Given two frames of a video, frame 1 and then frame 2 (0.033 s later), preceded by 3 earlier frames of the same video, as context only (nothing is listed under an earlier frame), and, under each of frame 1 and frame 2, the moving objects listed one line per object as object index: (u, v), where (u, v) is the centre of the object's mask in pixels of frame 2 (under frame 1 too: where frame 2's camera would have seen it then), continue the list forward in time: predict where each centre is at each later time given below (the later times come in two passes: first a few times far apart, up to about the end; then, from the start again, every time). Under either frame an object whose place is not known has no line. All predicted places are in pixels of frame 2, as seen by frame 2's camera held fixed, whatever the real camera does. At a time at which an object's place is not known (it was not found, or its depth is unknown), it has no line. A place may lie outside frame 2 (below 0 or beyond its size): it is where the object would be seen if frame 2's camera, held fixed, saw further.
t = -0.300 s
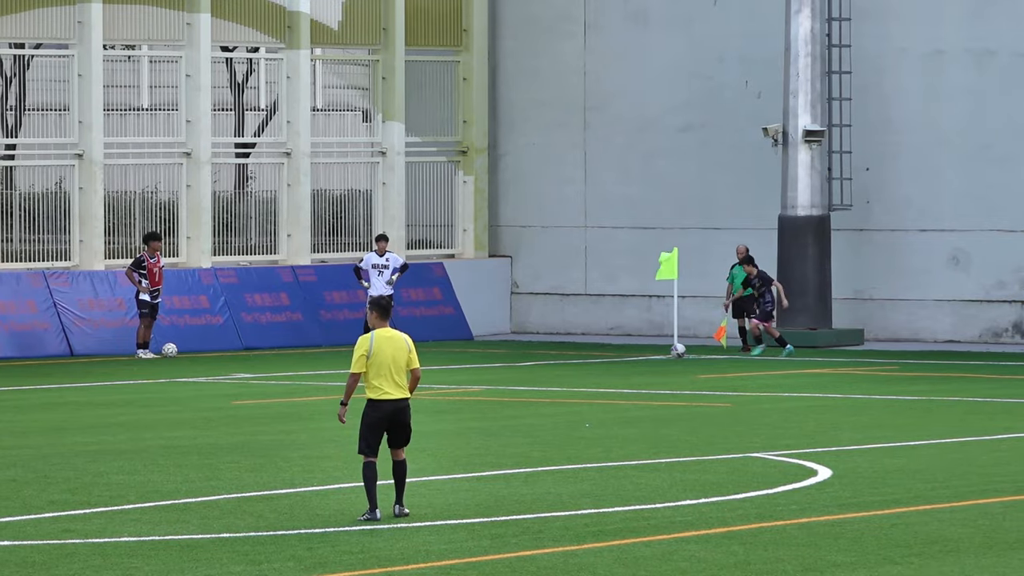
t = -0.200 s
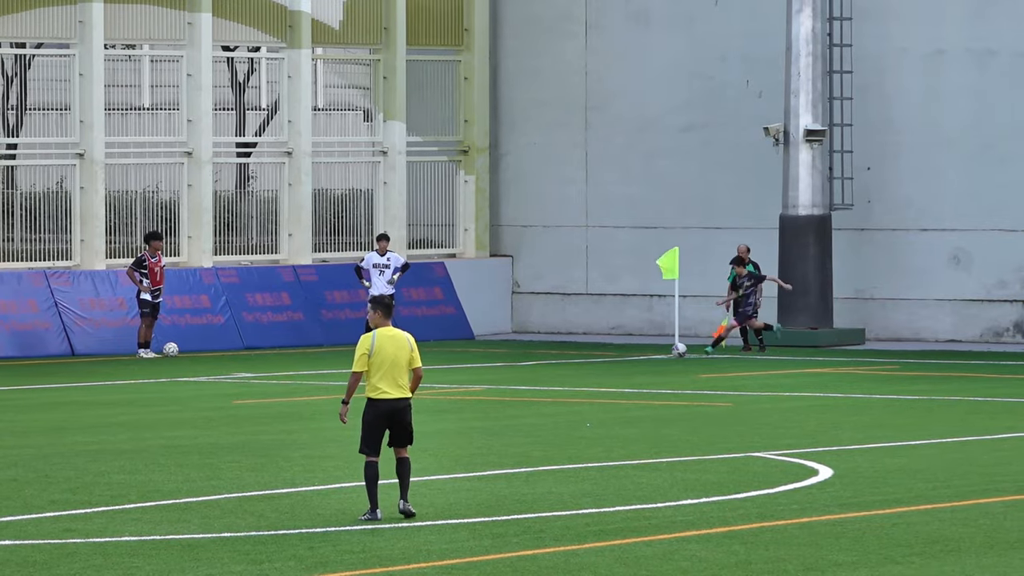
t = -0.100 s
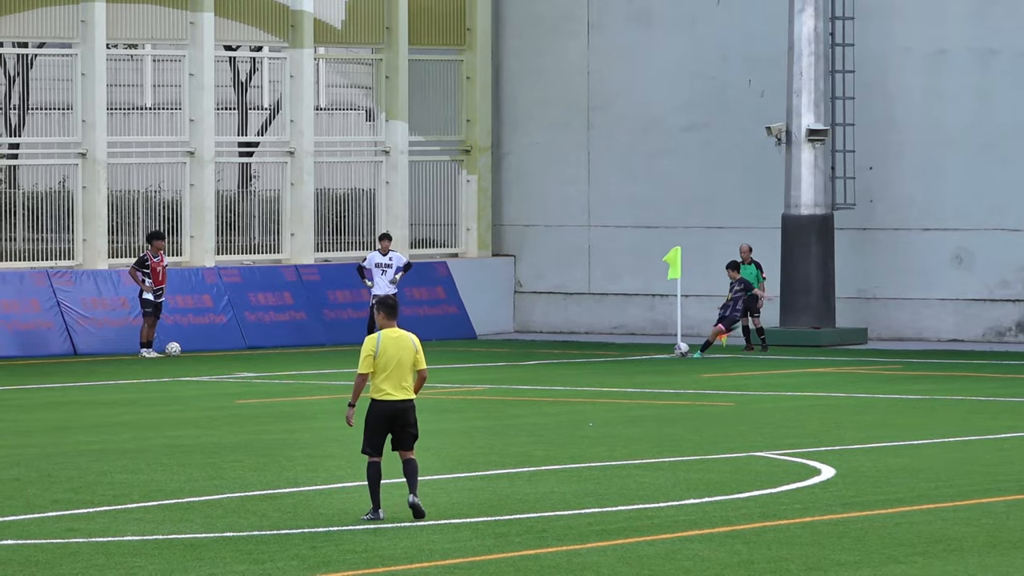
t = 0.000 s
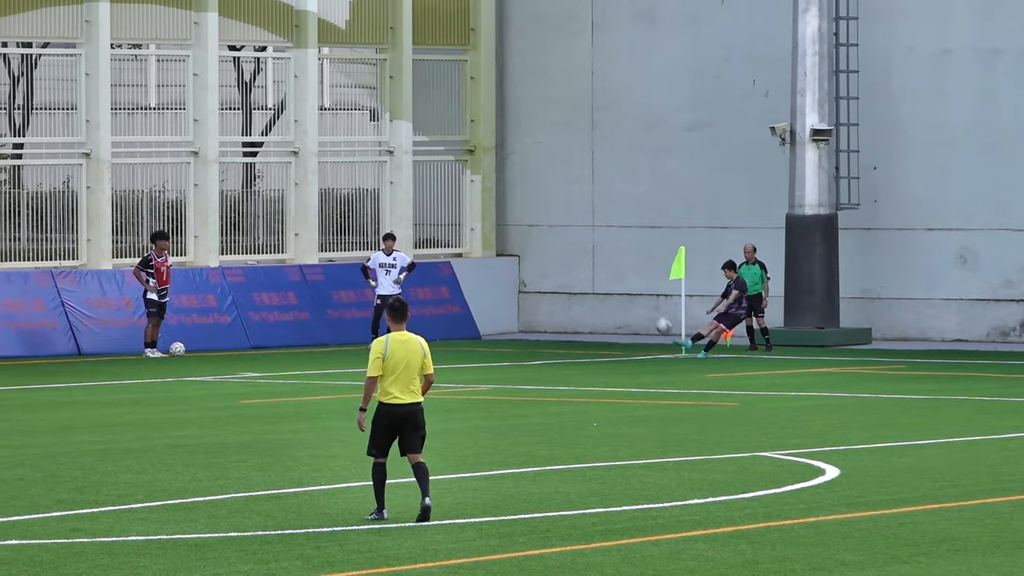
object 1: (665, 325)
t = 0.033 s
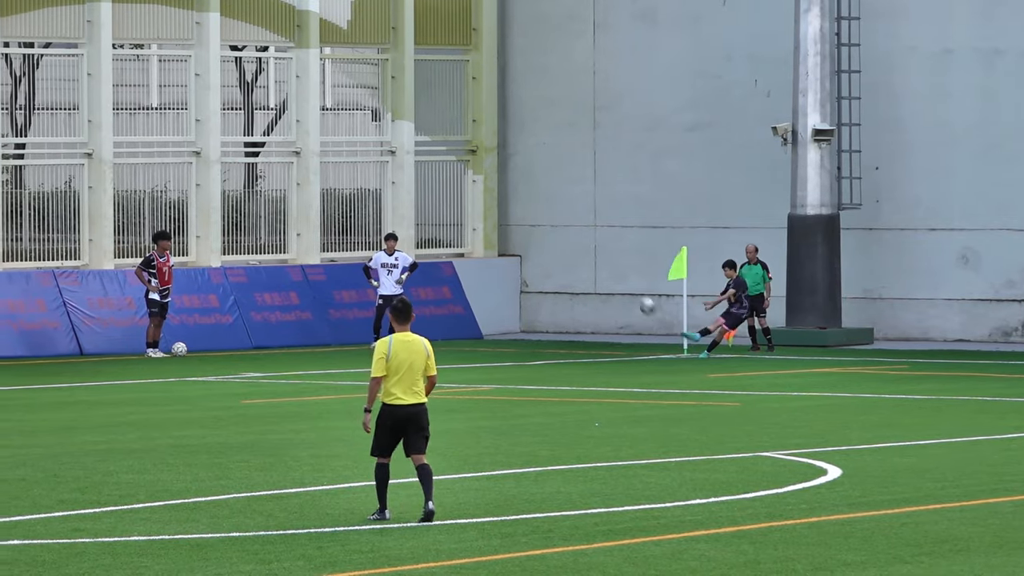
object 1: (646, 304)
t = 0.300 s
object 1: (506, 156)
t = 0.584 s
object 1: (354, 28)
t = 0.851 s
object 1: (200, -62)
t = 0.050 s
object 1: (638, 295)
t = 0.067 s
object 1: (629, 285)
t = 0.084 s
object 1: (621, 276)
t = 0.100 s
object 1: (611, 266)
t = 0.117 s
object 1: (602, 255)
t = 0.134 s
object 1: (594, 247)
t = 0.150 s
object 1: (585, 237)
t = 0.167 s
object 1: (576, 227)
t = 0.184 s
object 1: (567, 218)
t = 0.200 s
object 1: (559, 209)
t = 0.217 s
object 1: (550, 200)
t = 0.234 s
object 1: (542, 191)
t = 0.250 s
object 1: (532, 182)
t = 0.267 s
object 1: (523, 173)
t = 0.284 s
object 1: (514, 165)
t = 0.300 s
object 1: (506, 156)
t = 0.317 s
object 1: (497, 147)
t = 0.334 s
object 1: (488, 140)
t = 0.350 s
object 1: (479, 131)
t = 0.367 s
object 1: (470, 123)
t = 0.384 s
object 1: (461, 115)
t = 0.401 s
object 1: (452, 107)
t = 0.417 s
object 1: (443, 99)
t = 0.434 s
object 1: (435, 91)
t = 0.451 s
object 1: (426, 84)
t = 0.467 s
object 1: (416, 77)
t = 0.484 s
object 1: (409, 69)
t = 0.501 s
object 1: (399, 62)
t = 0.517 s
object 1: (390, 55)
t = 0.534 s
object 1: (381, 48)
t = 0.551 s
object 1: (372, 41)
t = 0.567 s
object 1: (362, 34)
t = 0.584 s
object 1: (354, 28)
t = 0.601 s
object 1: (344, 21)
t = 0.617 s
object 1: (335, 15)
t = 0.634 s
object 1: (326, 8)
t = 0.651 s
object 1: (317, 2)
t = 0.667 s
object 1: (307, -5)
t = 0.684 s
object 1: (297, -11)
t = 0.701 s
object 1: (288, -16)
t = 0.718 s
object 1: (279, -22)
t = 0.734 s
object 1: (269, -28)
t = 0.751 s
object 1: (259, -33)
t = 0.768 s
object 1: (250, -39)
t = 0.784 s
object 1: (240, -43)
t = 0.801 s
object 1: (230, -48)
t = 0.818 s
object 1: (221, -53)
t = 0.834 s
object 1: (210, -58)
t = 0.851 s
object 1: (200, -62)
